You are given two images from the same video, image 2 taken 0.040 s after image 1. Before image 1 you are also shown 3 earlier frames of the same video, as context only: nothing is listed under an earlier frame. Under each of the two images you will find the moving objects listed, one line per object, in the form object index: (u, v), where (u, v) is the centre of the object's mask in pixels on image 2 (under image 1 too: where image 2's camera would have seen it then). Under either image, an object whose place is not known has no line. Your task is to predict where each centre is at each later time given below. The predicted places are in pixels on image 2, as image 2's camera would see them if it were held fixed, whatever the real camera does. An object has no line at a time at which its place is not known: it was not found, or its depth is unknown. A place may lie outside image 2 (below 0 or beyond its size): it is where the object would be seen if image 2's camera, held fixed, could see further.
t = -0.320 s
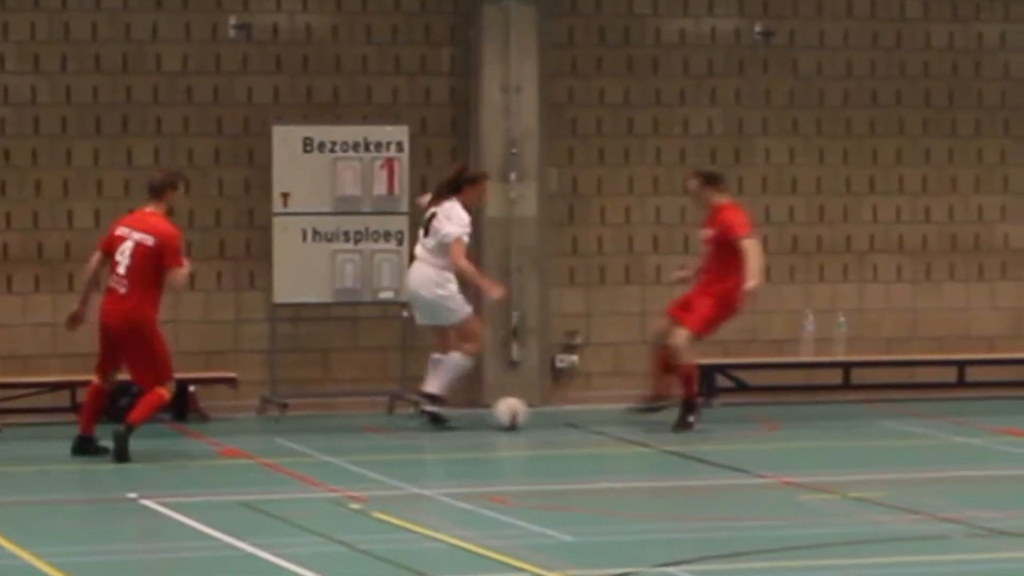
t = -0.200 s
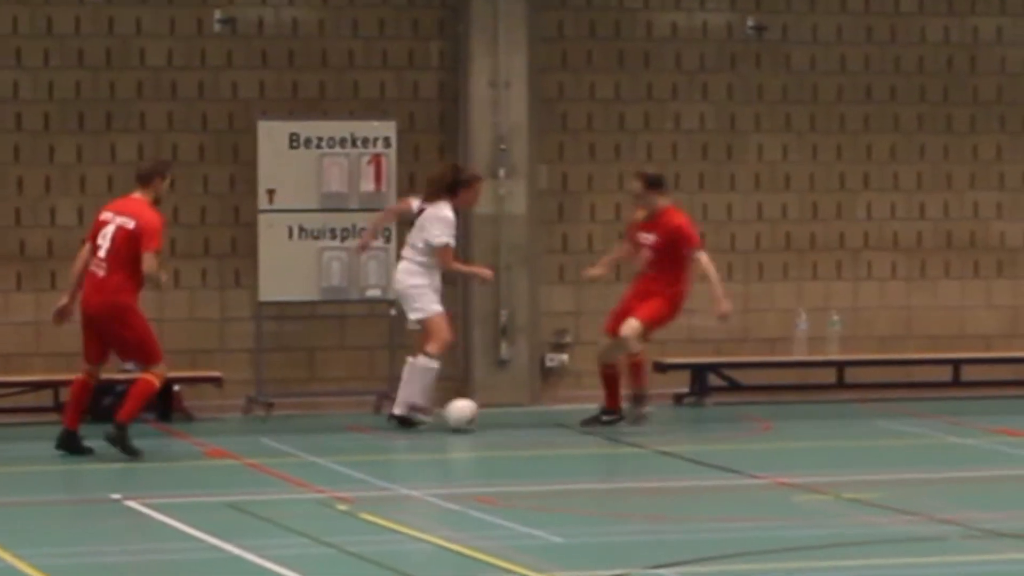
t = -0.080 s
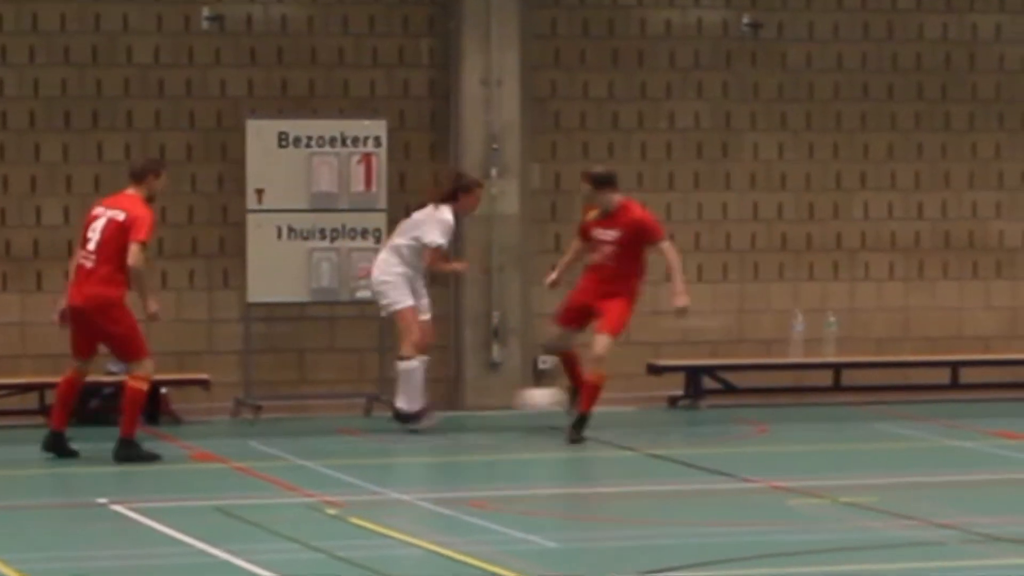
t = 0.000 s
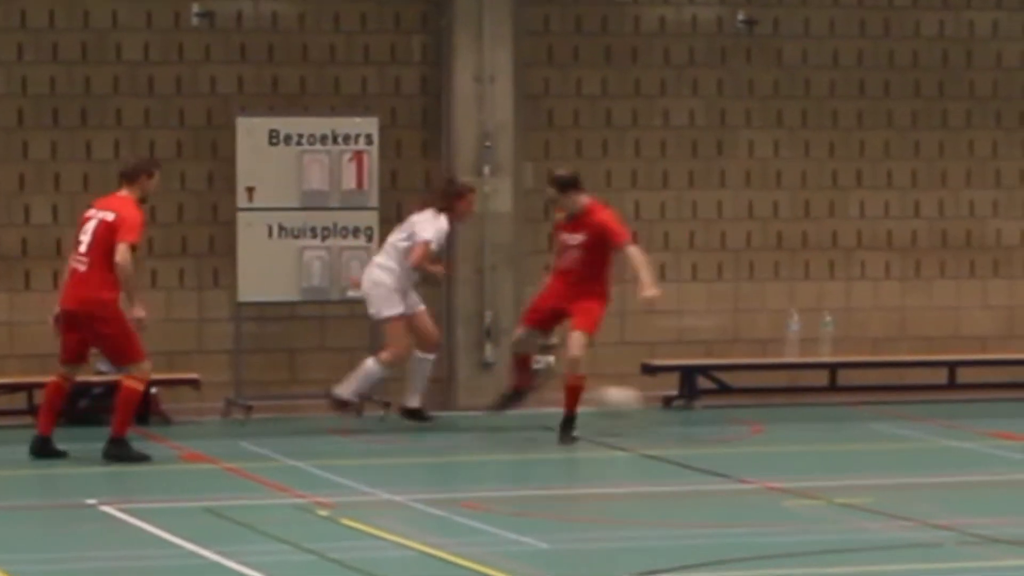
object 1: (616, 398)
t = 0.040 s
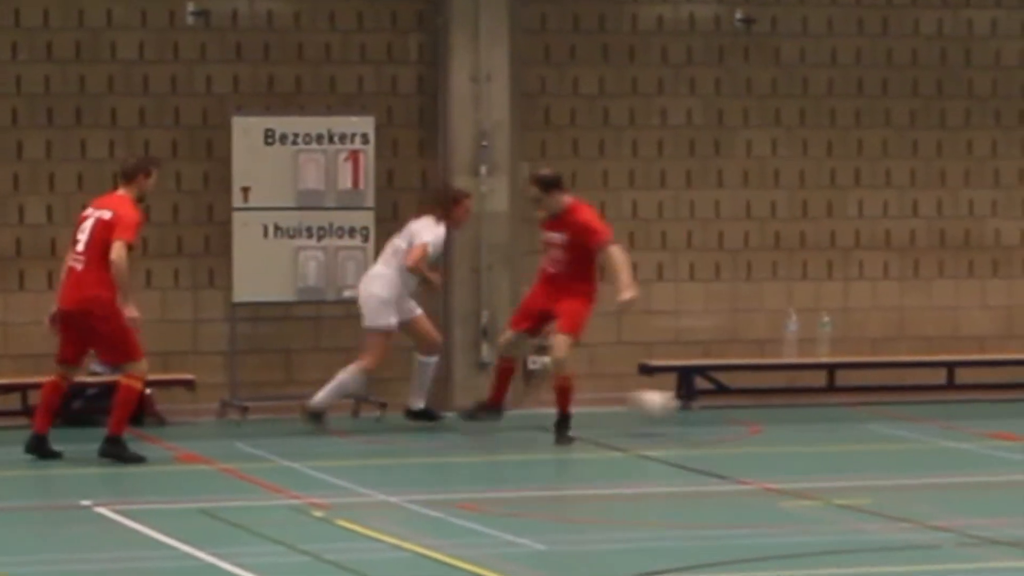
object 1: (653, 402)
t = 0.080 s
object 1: (692, 410)
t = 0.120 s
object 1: (728, 415)
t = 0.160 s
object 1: (760, 411)
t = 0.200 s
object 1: (792, 407)
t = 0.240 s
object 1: (821, 408)
